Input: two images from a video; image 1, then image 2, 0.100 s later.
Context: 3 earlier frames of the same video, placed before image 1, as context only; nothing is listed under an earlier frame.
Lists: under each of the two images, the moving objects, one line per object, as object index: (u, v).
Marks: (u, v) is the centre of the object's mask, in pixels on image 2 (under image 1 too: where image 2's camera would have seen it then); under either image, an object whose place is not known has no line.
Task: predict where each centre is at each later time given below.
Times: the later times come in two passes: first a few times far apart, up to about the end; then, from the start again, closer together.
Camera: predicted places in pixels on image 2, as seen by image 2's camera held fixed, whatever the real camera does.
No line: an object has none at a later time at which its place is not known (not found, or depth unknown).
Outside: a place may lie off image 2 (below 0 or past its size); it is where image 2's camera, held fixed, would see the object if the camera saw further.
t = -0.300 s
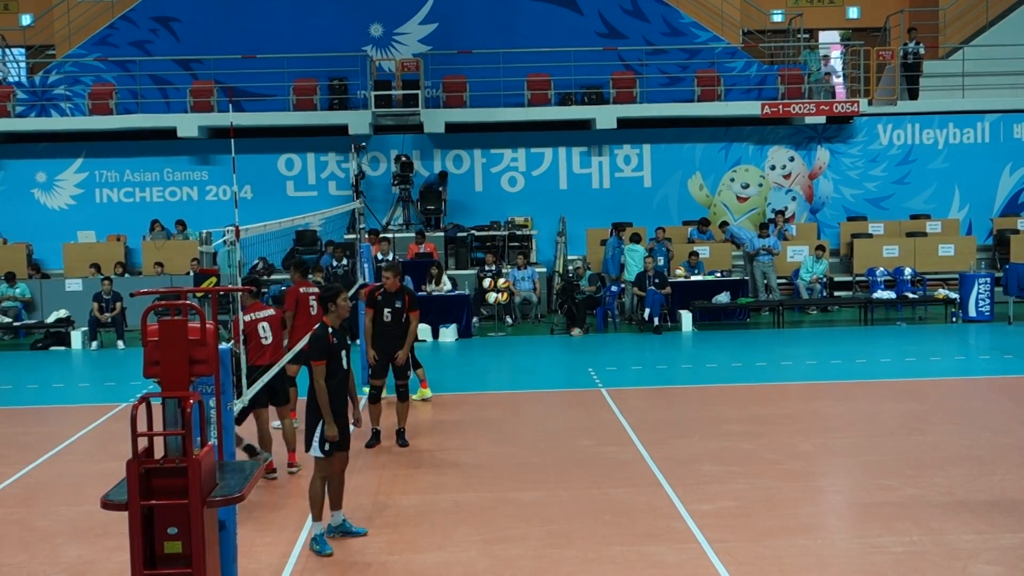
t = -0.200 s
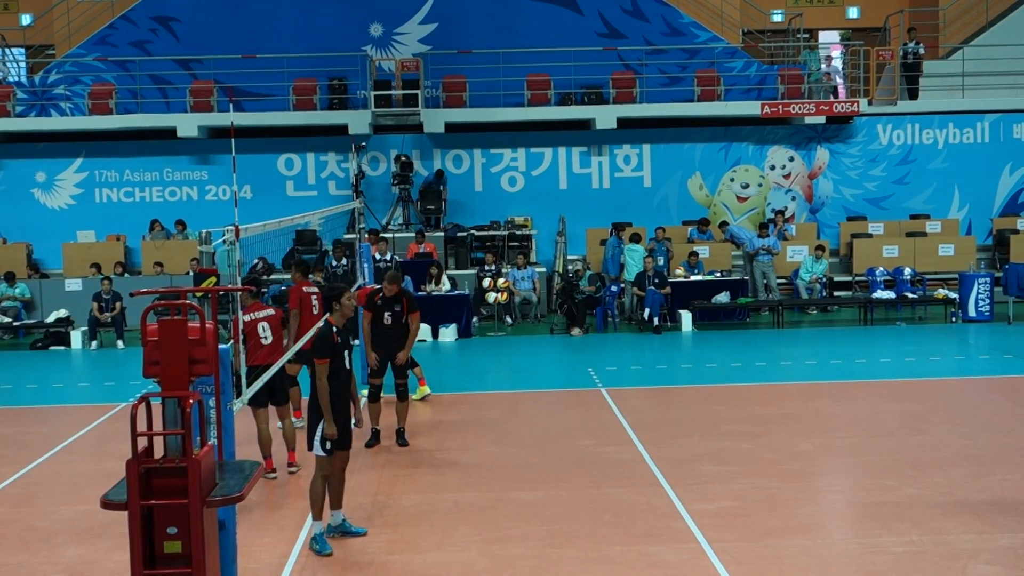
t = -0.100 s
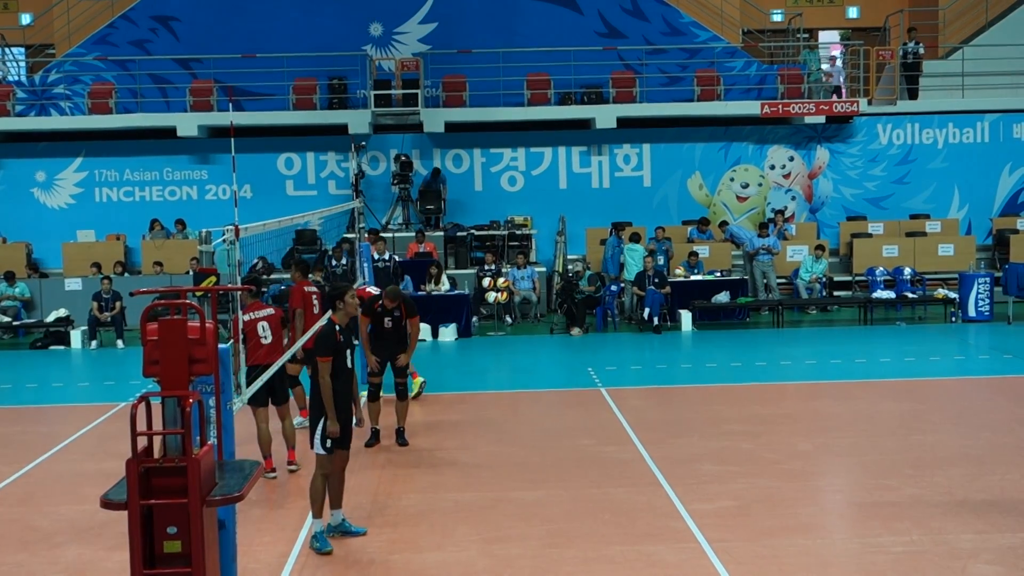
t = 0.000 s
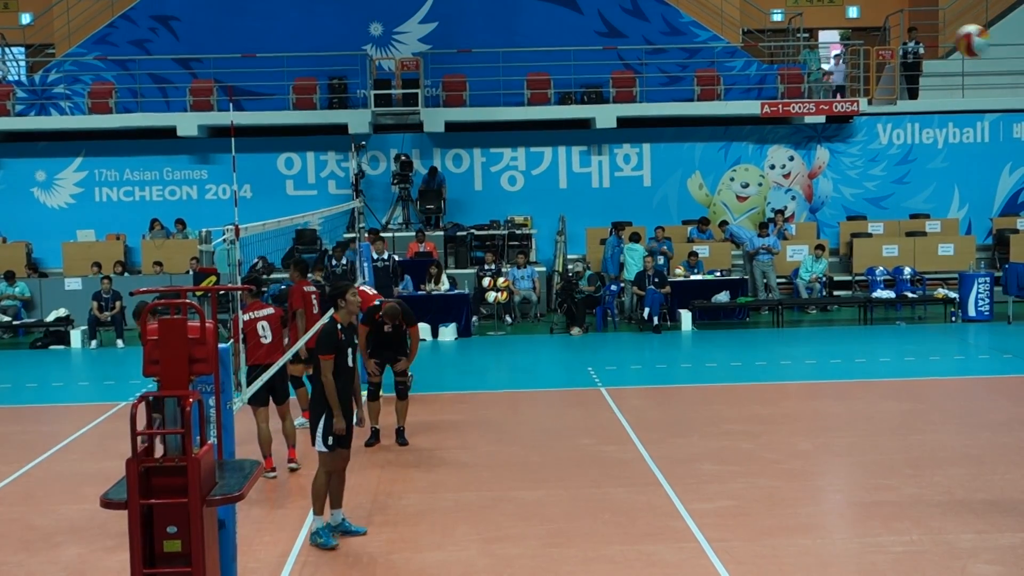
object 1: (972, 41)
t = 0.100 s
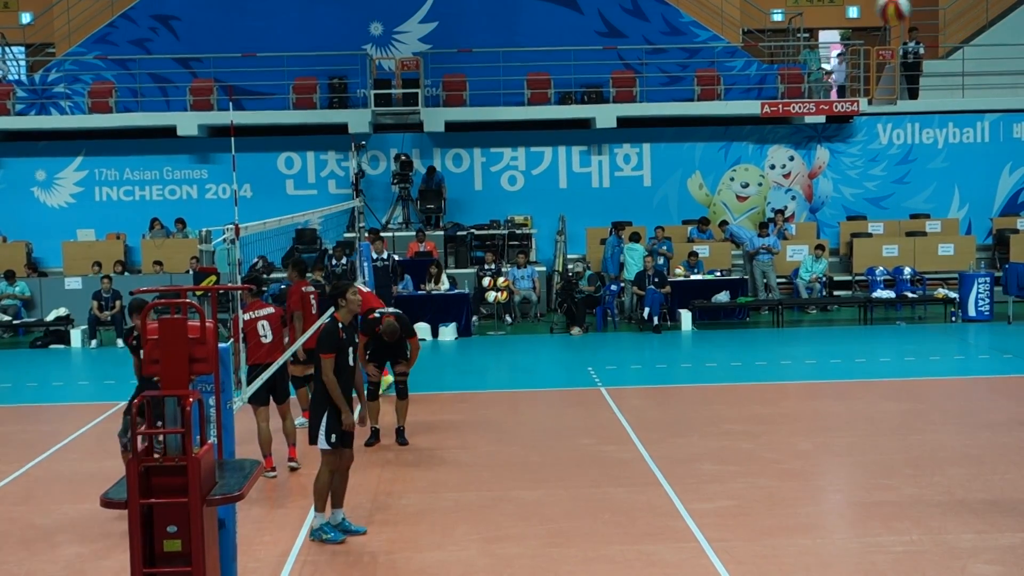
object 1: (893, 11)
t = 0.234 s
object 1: (791, 4)
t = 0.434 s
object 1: (657, 16)
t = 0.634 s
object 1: (538, 91)
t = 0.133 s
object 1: (868, 7)
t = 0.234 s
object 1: (791, 4)
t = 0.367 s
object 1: (699, 8)
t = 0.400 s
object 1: (678, 12)
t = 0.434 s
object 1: (657, 16)
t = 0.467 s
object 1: (636, 26)
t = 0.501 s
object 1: (615, 36)
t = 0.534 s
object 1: (596, 48)
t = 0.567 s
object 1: (576, 62)
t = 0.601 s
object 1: (557, 76)
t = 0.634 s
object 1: (538, 91)
